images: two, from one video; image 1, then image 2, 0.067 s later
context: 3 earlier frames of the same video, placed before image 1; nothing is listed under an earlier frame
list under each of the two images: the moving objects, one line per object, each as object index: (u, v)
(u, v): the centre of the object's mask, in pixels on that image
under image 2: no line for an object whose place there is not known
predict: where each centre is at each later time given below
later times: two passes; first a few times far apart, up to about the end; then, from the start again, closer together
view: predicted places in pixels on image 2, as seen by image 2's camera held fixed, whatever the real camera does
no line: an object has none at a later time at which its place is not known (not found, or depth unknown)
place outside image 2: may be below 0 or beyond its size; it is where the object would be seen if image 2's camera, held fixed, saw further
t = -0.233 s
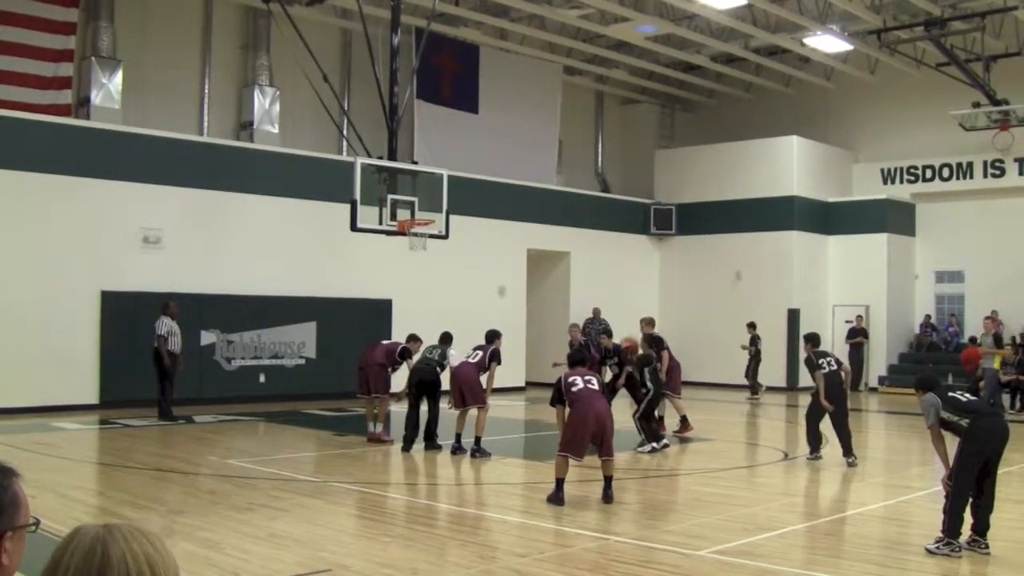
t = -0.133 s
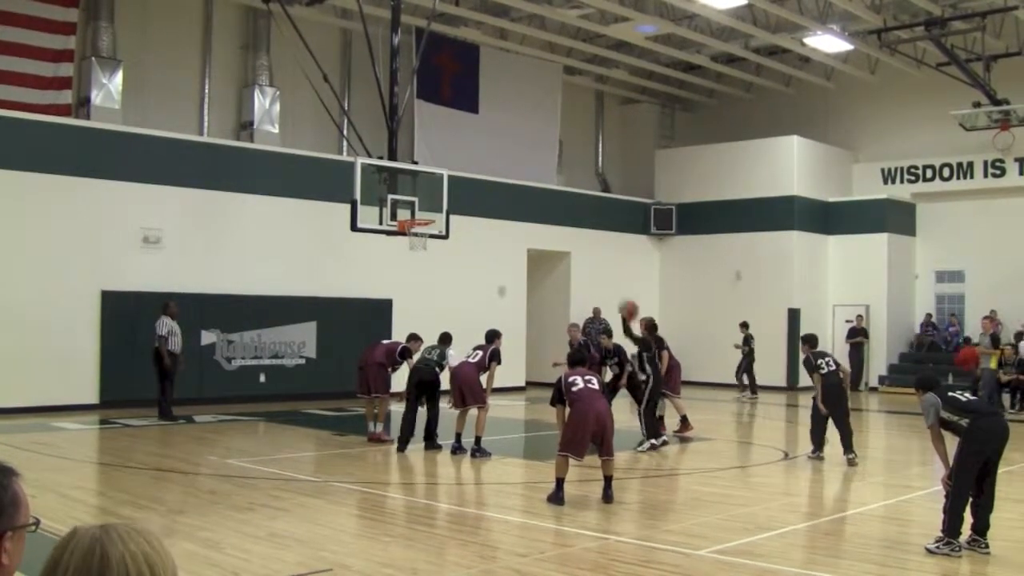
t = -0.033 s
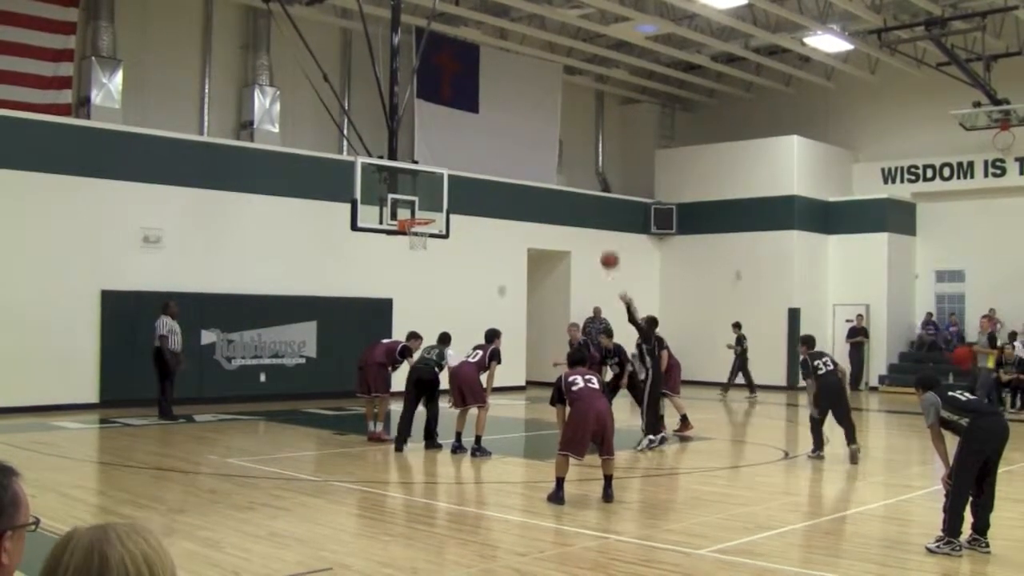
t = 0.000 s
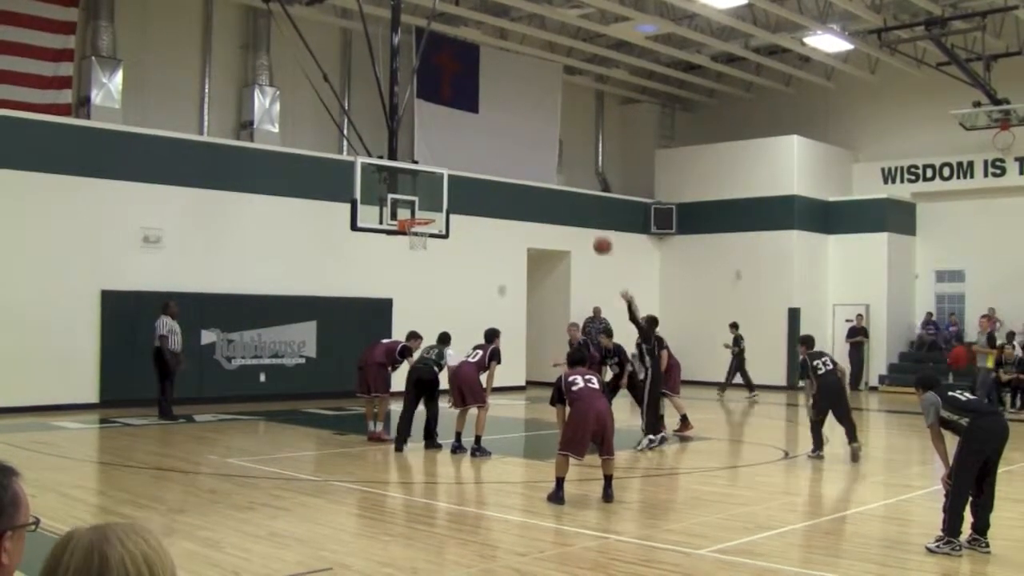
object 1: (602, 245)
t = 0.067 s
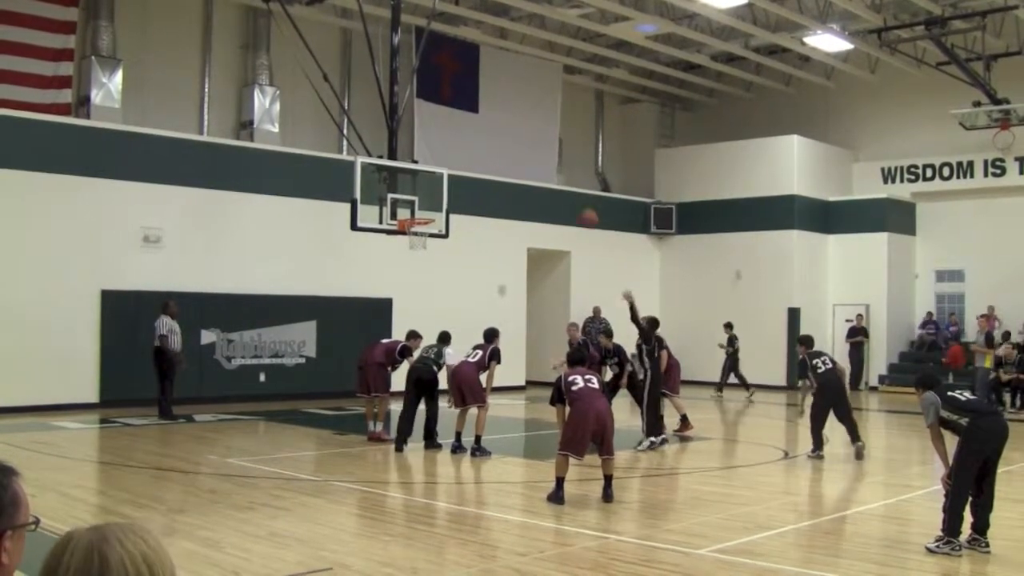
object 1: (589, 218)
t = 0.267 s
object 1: (548, 165)
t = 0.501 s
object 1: (505, 142)
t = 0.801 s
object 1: (455, 166)
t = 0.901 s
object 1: (441, 186)
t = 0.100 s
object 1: (583, 207)
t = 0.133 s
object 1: (576, 197)
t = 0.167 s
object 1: (568, 187)
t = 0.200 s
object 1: (560, 180)
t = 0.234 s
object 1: (554, 173)
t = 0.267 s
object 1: (548, 165)
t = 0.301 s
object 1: (542, 160)
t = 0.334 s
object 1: (535, 155)
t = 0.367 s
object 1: (529, 151)
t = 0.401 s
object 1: (524, 147)
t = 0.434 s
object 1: (517, 144)
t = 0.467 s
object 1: (512, 143)
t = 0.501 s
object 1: (505, 142)
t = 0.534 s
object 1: (500, 142)
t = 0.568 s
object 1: (494, 142)
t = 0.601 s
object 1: (488, 144)
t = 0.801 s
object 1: (455, 166)
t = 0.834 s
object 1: (450, 172)
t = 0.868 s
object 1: (444, 179)
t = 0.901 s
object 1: (441, 186)
